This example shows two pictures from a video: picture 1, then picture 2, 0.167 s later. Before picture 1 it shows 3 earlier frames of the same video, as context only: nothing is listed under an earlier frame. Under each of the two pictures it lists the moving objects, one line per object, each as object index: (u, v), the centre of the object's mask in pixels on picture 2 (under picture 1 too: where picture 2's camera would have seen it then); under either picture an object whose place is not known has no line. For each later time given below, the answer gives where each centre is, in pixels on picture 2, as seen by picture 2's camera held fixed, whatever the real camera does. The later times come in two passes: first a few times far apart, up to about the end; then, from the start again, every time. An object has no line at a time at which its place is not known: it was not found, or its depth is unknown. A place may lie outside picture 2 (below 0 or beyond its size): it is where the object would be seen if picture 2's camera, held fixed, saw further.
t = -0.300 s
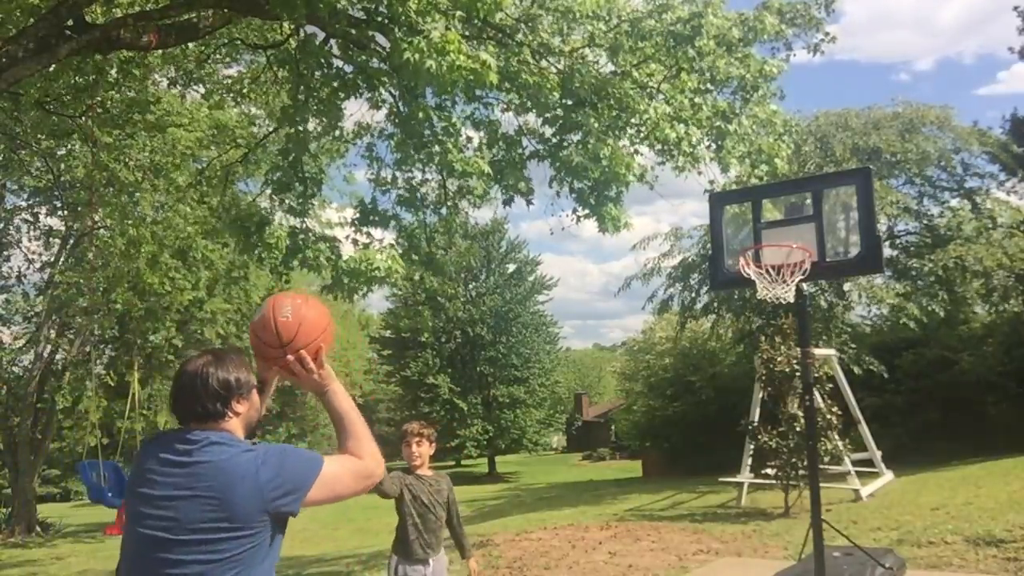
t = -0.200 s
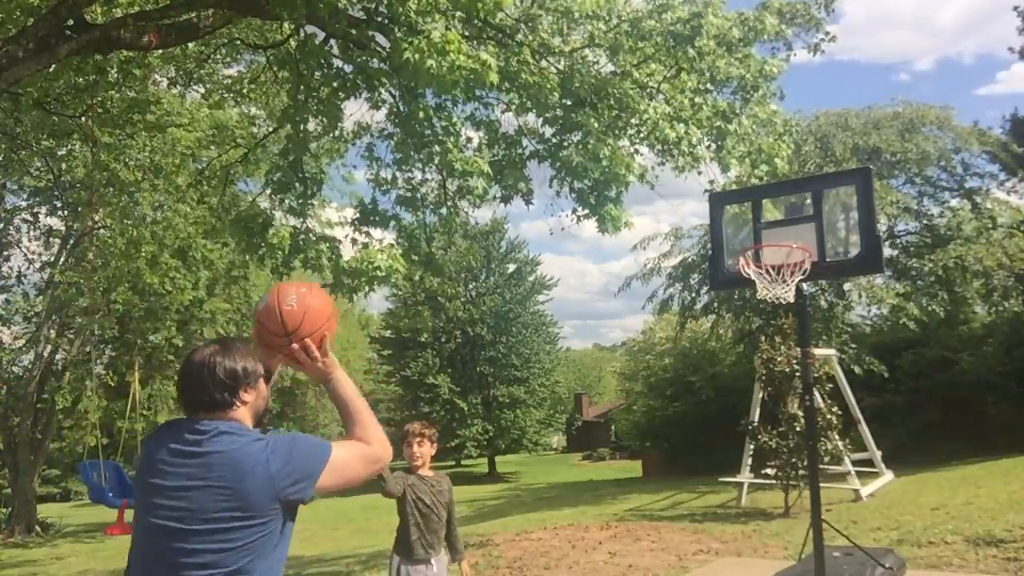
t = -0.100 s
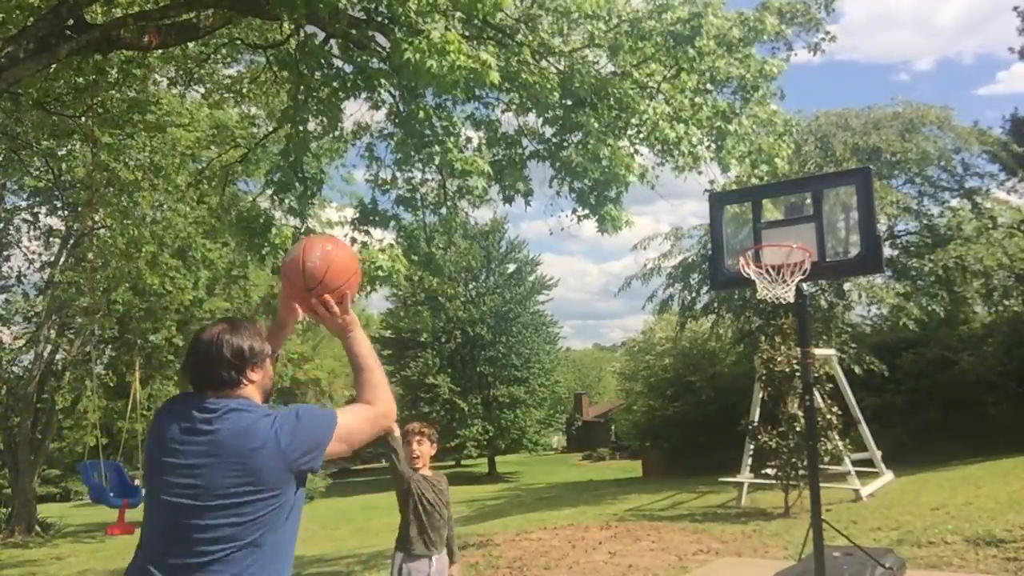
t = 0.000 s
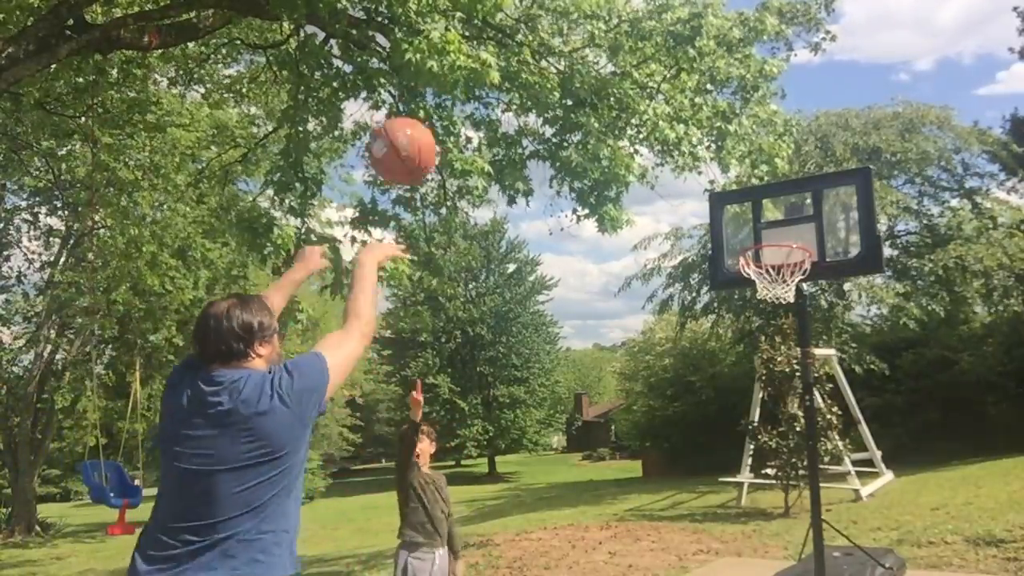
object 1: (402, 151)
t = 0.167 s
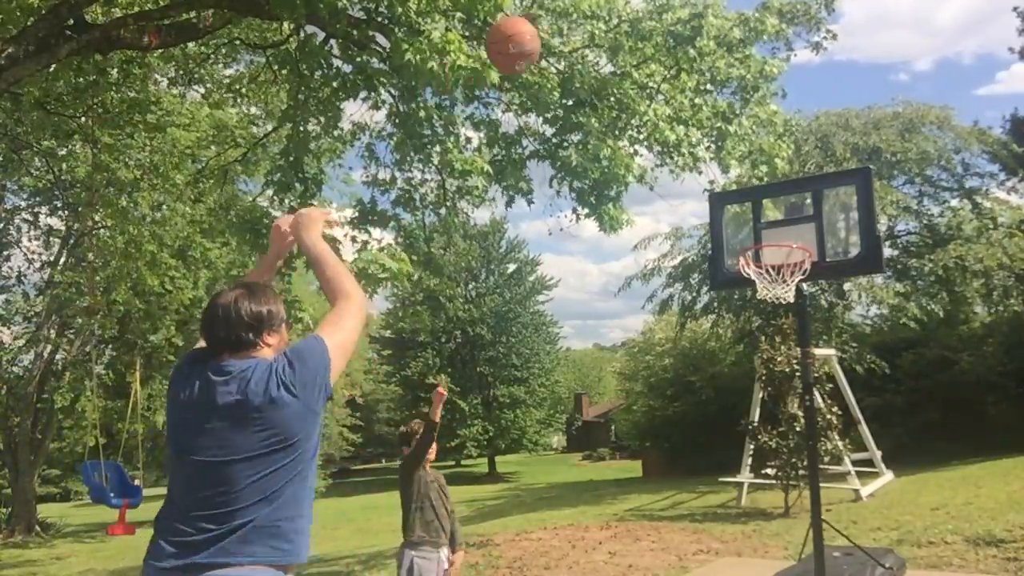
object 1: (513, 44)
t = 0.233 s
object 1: (546, 28)
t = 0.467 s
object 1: (637, 42)
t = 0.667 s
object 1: (698, 112)
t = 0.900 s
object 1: (752, 238)
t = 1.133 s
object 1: (711, 206)
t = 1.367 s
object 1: (670, 222)
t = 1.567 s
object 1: (636, 297)
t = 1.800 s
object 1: (597, 474)
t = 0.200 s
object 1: (530, 35)
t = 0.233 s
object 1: (546, 28)
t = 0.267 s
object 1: (561, 23)
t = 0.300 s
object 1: (577, 23)
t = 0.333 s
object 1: (590, 22)
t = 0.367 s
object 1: (604, 24)
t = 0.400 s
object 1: (615, 29)
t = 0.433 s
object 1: (627, 35)
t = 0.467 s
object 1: (637, 42)
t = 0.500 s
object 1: (649, 51)
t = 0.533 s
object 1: (660, 61)
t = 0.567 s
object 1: (670, 72)
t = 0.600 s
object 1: (680, 84)
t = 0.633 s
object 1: (689, 97)
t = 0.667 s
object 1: (698, 112)
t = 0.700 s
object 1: (707, 128)
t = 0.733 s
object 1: (715, 145)
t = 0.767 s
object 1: (724, 163)
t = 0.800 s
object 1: (732, 181)
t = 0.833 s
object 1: (740, 200)
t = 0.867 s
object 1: (748, 220)
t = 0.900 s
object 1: (752, 238)
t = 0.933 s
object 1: (747, 244)
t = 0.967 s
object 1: (742, 239)
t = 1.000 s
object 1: (736, 230)
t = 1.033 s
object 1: (731, 221)
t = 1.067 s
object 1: (724, 215)
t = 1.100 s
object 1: (718, 209)
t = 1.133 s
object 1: (711, 206)
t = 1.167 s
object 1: (705, 204)
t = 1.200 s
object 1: (699, 203)
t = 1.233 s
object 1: (694, 203)
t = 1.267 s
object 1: (688, 205)
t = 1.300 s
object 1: (682, 209)
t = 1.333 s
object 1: (676, 214)
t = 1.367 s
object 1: (670, 222)
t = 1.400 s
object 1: (664, 230)
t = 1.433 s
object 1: (659, 240)
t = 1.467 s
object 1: (653, 251)
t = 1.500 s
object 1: (647, 265)
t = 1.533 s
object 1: (642, 281)
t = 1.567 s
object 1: (636, 297)
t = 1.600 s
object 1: (631, 316)
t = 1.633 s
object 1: (626, 337)
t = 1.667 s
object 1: (620, 360)
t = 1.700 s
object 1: (614, 385)
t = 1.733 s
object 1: (608, 413)
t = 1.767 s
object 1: (603, 442)
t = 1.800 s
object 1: (597, 474)
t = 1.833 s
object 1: (593, 509)
